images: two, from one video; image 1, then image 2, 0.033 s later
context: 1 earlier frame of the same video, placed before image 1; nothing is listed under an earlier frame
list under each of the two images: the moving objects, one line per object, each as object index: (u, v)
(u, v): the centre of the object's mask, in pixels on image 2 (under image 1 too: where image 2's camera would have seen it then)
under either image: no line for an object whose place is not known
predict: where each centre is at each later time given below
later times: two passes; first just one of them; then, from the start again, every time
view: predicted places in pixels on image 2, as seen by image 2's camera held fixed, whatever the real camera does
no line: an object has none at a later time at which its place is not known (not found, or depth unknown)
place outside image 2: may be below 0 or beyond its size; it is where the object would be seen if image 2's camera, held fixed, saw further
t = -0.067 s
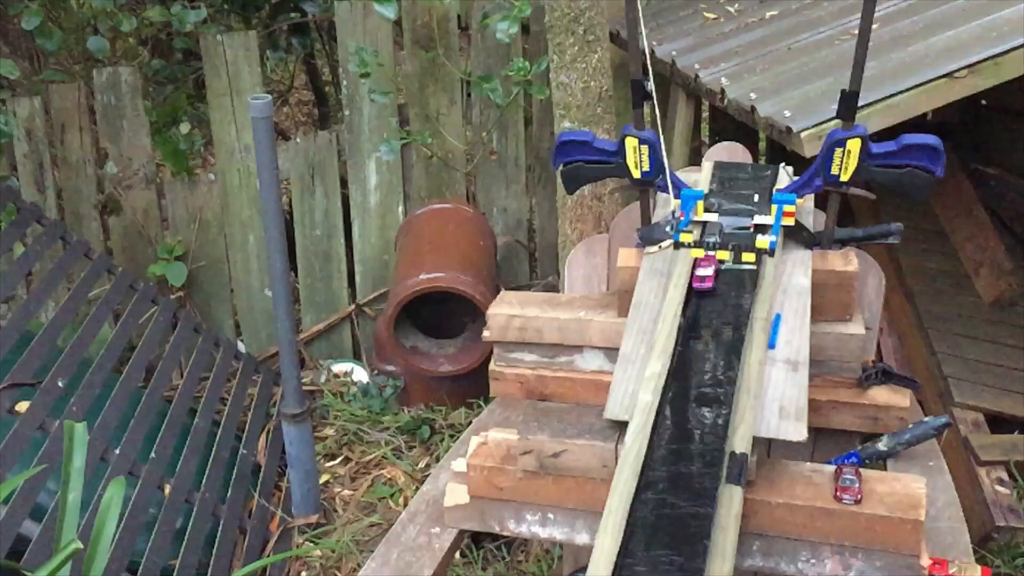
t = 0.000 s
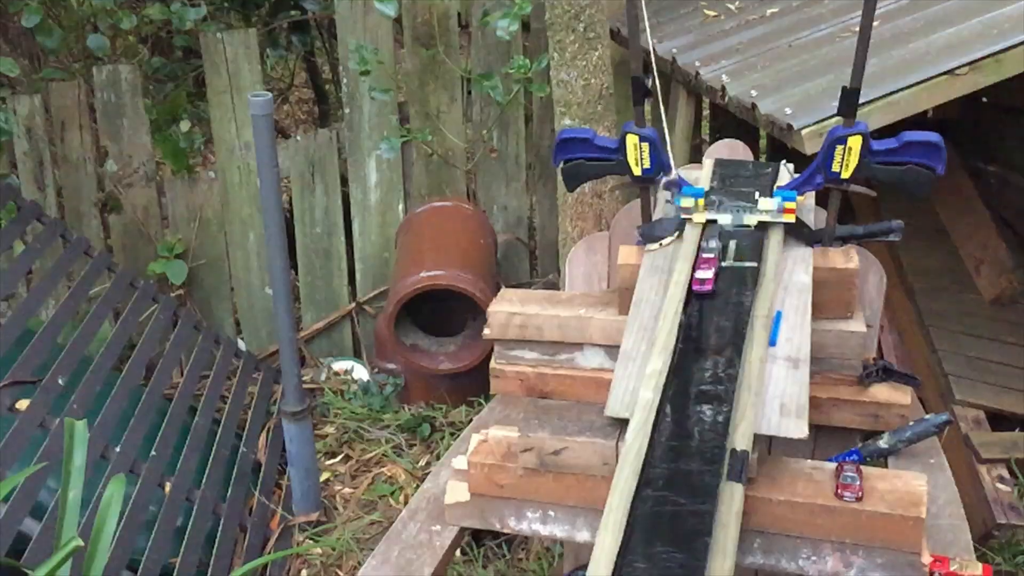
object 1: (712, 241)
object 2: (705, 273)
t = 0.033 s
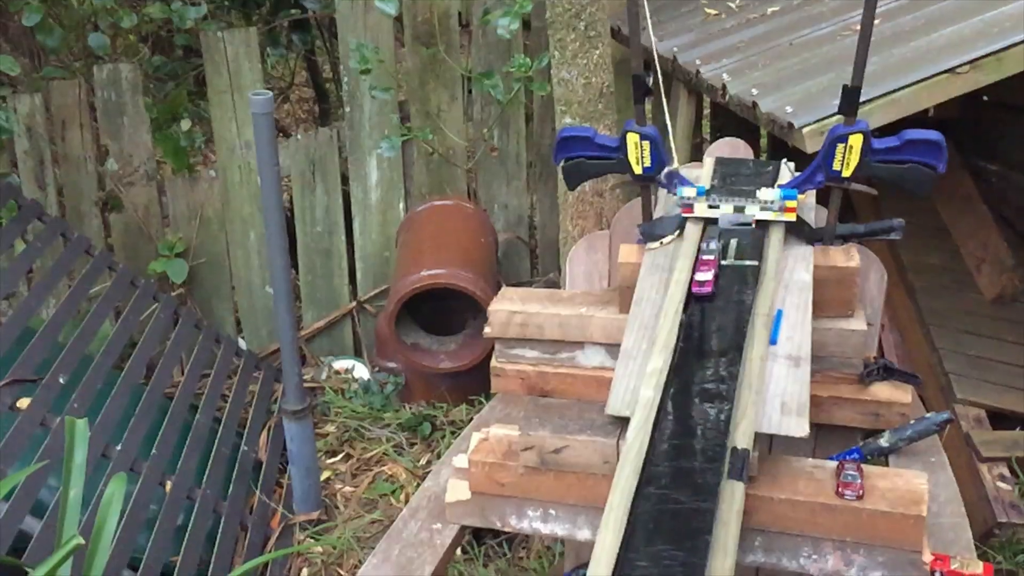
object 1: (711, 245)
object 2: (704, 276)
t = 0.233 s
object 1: (703, 278)
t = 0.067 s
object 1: (710, 248)
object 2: (703, 280)
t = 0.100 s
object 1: (710, 251)
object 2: (702, 286)
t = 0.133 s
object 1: (708, 258)
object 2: (701, 291)
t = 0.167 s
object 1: (707, 263)
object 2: (699, 299)
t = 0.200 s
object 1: (705, 270)
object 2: (697, 306)
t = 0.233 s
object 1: (703, 278)
